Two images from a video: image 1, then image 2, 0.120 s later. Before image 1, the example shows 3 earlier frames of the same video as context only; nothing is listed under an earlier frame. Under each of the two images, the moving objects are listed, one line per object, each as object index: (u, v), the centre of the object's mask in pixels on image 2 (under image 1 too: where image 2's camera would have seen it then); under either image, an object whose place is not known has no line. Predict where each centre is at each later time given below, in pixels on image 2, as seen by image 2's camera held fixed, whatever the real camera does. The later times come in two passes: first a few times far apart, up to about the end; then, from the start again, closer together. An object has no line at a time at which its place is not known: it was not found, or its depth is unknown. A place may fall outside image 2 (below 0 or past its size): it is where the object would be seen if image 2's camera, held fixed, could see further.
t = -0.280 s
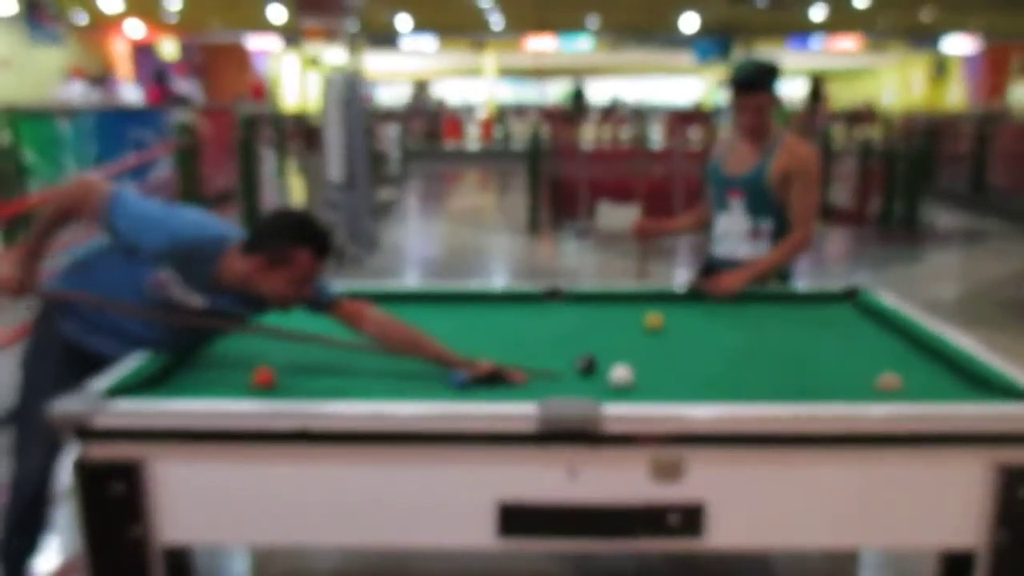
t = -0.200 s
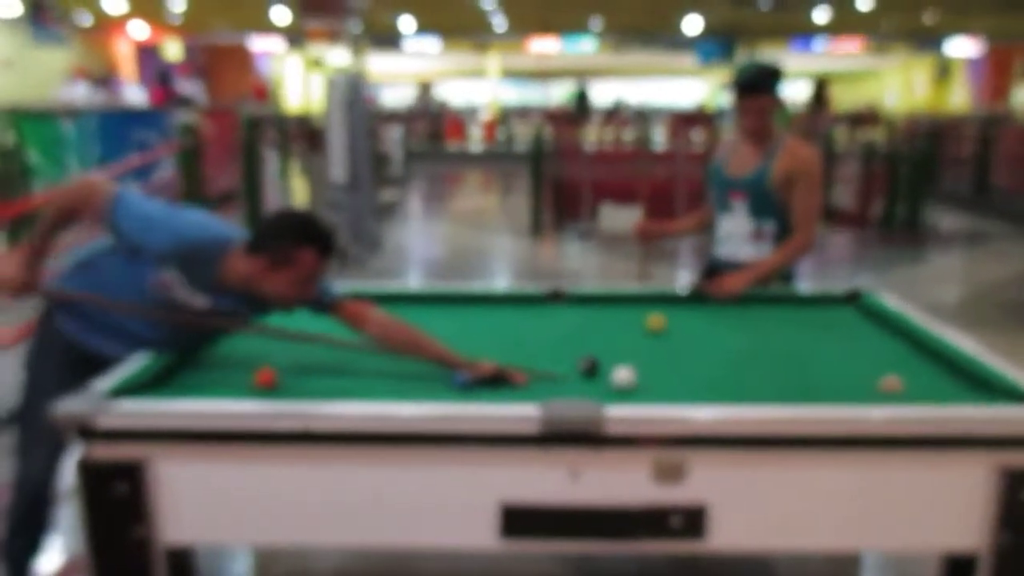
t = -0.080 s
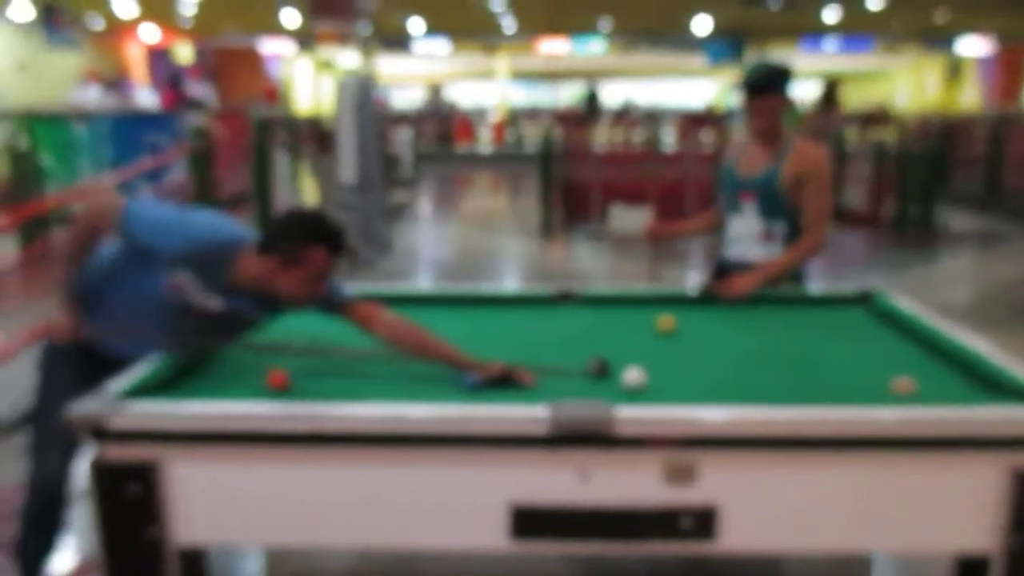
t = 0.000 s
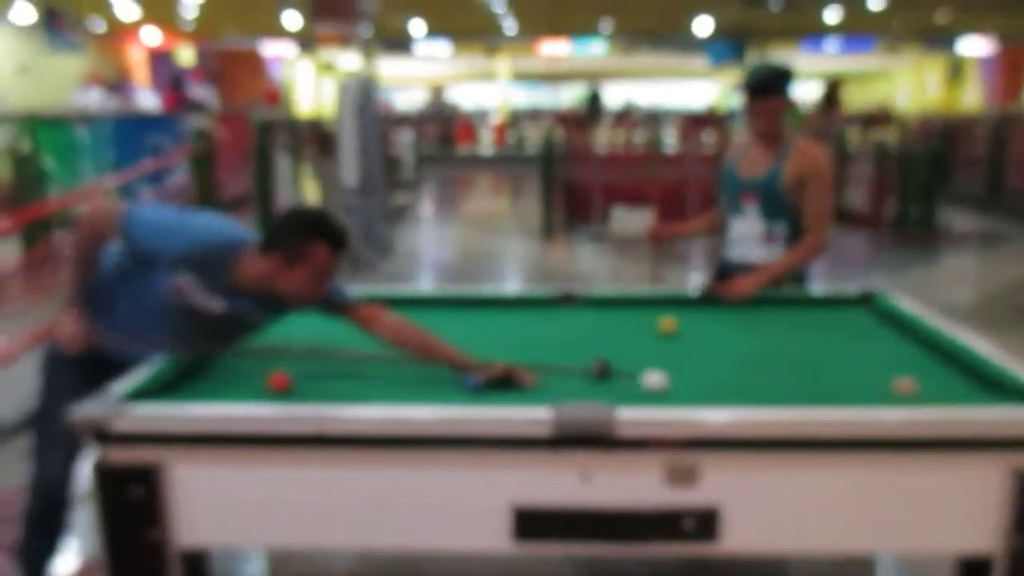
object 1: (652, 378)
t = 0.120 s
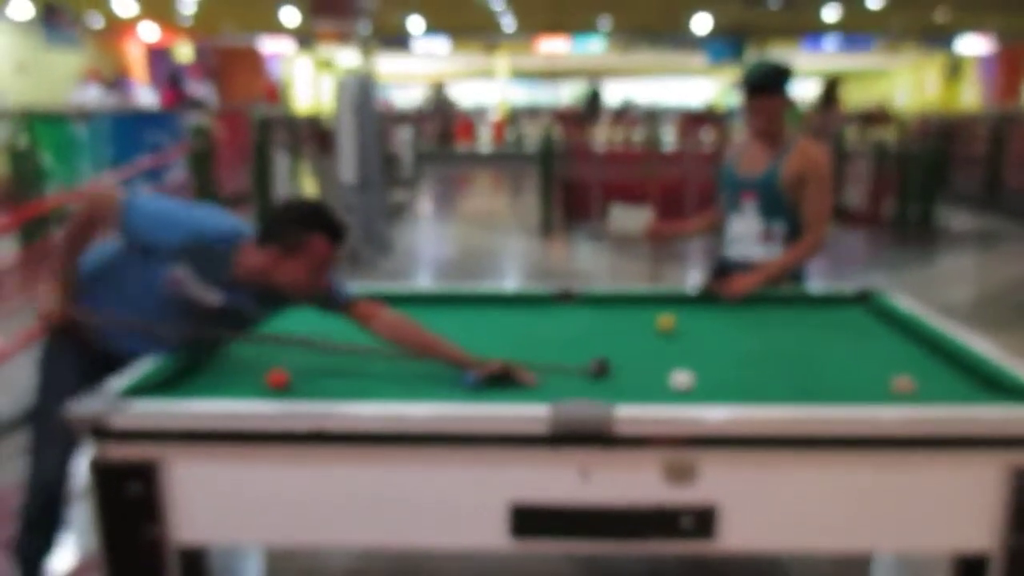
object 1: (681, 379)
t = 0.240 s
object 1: (712, 381)
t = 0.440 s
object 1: (761, 386)
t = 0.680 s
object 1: (820, 389)
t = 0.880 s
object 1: (856, 388)
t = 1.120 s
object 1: (893, 387)
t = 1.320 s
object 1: (913, 387)
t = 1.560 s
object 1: (929, 388)
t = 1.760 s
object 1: (941, 388)
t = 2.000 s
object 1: (953, 387)
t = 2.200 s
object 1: (962, 388)
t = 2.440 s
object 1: (968, 388)
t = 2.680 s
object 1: (973, 387)
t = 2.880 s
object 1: (974, 386)
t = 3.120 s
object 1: (975, 386)
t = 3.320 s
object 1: (975, 387)
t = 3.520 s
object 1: (974, 387)
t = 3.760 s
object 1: (974, 387)
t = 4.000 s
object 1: (974, 387)
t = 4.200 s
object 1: (975, 387)
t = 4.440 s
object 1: (975, 387)
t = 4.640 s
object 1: (974, 386)
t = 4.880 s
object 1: (975, 387)
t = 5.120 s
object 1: (976, 386)
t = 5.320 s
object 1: (975, 387)
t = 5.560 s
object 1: (975, 387)
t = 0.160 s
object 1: (691, 380)
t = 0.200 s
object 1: (701, 381)
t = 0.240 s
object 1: (712, 381)
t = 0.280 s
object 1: (721, 382)
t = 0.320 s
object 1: (730, 383)
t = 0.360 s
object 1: (741, 384)
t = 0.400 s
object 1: (751, 384)
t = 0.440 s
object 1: (761, 386)
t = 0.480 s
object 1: (771, 385)
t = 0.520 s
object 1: (780, 386)
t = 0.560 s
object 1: (790, 387)
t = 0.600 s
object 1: (800, 387)
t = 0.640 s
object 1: (809, 388)
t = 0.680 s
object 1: (820, 389)
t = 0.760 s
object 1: (835, 389)
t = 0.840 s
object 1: (849, 388)
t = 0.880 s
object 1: (856, 388)
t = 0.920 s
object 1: (863, 388)
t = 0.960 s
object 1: (870, 388)
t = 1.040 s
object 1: (880, 387)
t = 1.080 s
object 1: (887, 388)
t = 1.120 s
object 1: (893, 387)
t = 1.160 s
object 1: (897, 388)
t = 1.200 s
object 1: (901, 388)
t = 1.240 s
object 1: (906, 388)
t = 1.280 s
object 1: (909, 388)
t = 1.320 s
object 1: (913, 387)
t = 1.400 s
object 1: (920, 388)
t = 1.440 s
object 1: (922, 388)
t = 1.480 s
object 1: (926, 388)
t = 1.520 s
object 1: (927, 388)
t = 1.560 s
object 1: (929, 388)
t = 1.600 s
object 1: (931, 388)
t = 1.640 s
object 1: (934, 388)
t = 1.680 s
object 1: (936, 388)
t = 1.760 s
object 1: (941, 388)
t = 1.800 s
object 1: (944, 388)
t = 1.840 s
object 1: (946, 388)
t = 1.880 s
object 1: (948, 388)
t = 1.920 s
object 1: (949, 387)
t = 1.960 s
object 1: (952, 387)
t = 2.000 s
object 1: (953, 387)
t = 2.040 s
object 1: (956, 387)
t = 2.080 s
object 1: (958, 387)
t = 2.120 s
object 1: (959, 387)
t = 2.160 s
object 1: (960, 388)
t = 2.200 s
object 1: (962, 388)
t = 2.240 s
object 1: (963, 388)
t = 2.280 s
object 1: (965, 388)
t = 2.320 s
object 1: (965, 388)
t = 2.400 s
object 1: (968, 388)
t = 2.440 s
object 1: (968, 388)
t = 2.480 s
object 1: (969, 388)
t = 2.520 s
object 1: (969, 388)
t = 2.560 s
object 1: (970, 388)
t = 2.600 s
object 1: (971, 388)
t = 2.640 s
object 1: (971, 388)
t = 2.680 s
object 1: (973, 387)
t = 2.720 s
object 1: (973, 387)
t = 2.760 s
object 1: (973, 387)
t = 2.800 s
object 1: (974, 386)
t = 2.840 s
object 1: (974, 386)
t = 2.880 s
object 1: (974, 386)
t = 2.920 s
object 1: (976, 386)
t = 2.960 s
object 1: (976, 386)
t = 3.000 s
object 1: (976, 386)
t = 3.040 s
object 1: (976, 386)
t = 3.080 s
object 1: (975, 386)
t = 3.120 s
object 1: (975, 386)
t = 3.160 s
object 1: (975, 386)
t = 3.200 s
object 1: (975, 386)
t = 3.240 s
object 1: (974, 387)
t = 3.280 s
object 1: (975, 387)
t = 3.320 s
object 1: (975, 387)
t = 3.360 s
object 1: (975, 387)
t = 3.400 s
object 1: (975, 387)
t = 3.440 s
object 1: (974, 387)
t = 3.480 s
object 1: (974, 387)
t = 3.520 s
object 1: (974, 387)
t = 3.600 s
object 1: (974, 388)
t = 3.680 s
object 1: (975, 387)
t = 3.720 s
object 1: (974, 387)
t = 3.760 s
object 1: (974, 387)
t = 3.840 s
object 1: (974, 387)
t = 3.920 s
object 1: (974, 387)
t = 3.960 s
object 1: (975, 387)
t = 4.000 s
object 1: (974, 387)
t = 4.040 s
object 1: (975, 387)
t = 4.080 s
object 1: (975, 387)
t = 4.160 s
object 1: (975, 387)
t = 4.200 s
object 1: (975, 387)
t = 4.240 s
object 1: (975, 387)
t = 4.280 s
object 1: (975, 387)
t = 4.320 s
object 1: (975, 387)
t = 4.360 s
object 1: (975, 387)
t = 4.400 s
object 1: (975, 387)
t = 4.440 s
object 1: (975, 387)
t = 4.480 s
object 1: (975, 387)
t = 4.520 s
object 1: (975, 387)
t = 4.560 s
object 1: (975, 387)
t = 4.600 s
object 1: (975, 387)
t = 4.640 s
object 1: (974, 386)
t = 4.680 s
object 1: (975, 386)
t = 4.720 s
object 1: (975, 386)
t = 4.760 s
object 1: (975, 386)
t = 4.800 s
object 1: (975, 386)
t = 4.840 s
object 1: (975, 387)
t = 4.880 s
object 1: (975, 387)
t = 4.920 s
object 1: (975, 387)
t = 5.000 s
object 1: (975, 385)
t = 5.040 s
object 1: (975, 387)
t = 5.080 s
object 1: (975, 387)
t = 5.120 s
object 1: (976, 386)
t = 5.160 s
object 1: (975, 387)
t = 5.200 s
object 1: (975, 387)
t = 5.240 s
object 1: (975, 387)
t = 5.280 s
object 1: (975, 387)
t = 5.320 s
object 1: (975, 387)
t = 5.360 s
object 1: (975, 387)
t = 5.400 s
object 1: (974, 387)
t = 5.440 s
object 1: (975, 387)
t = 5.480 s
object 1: (975, 387)
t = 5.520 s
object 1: (975, 387)
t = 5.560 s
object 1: (975, 387)
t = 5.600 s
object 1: (975, 387)
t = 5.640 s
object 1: (975, 386)
